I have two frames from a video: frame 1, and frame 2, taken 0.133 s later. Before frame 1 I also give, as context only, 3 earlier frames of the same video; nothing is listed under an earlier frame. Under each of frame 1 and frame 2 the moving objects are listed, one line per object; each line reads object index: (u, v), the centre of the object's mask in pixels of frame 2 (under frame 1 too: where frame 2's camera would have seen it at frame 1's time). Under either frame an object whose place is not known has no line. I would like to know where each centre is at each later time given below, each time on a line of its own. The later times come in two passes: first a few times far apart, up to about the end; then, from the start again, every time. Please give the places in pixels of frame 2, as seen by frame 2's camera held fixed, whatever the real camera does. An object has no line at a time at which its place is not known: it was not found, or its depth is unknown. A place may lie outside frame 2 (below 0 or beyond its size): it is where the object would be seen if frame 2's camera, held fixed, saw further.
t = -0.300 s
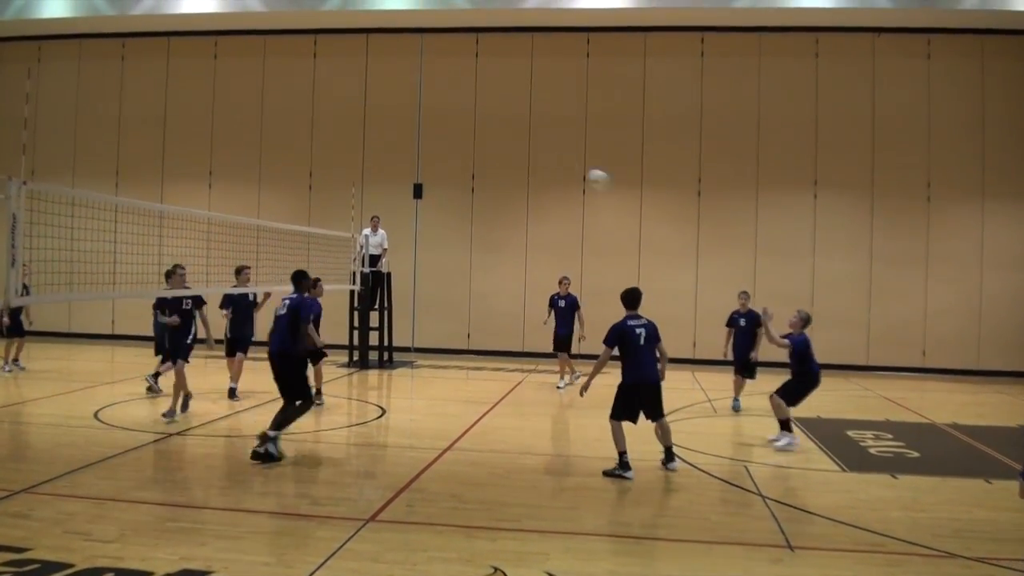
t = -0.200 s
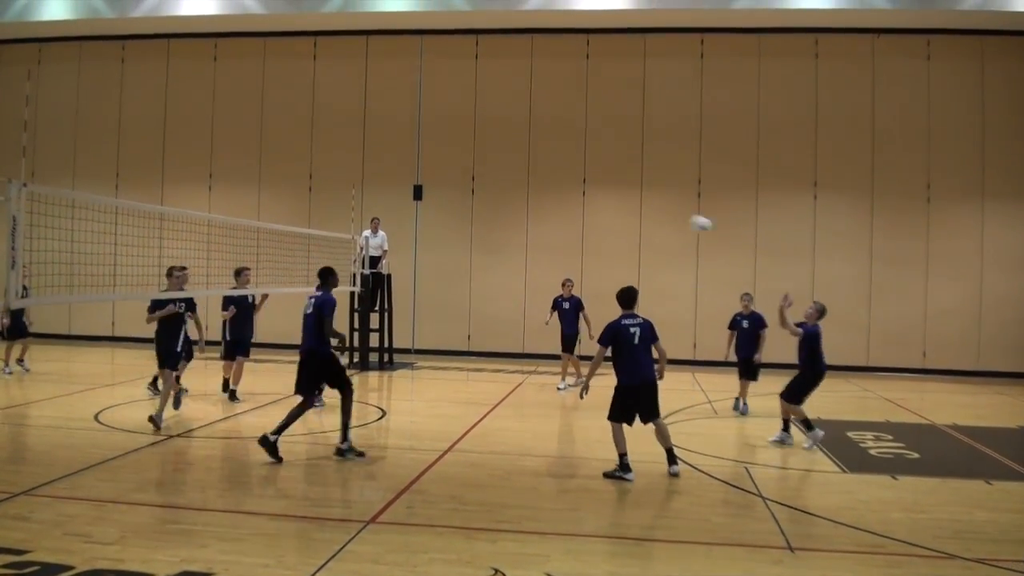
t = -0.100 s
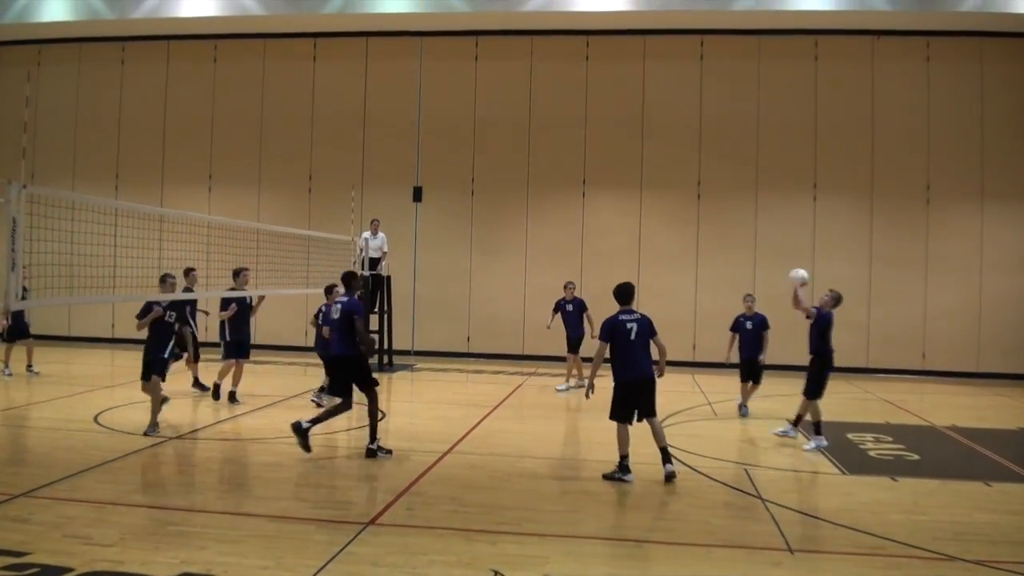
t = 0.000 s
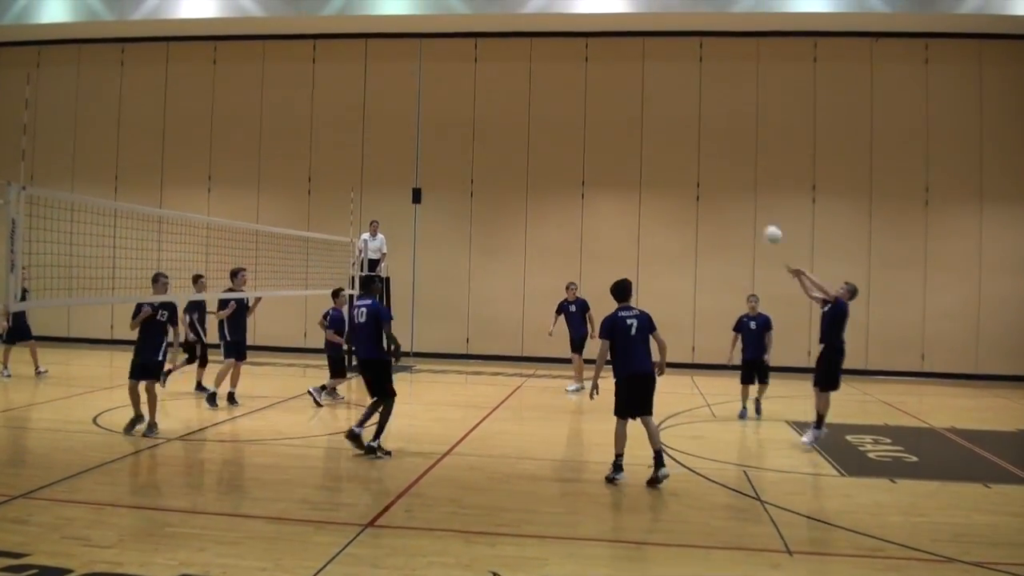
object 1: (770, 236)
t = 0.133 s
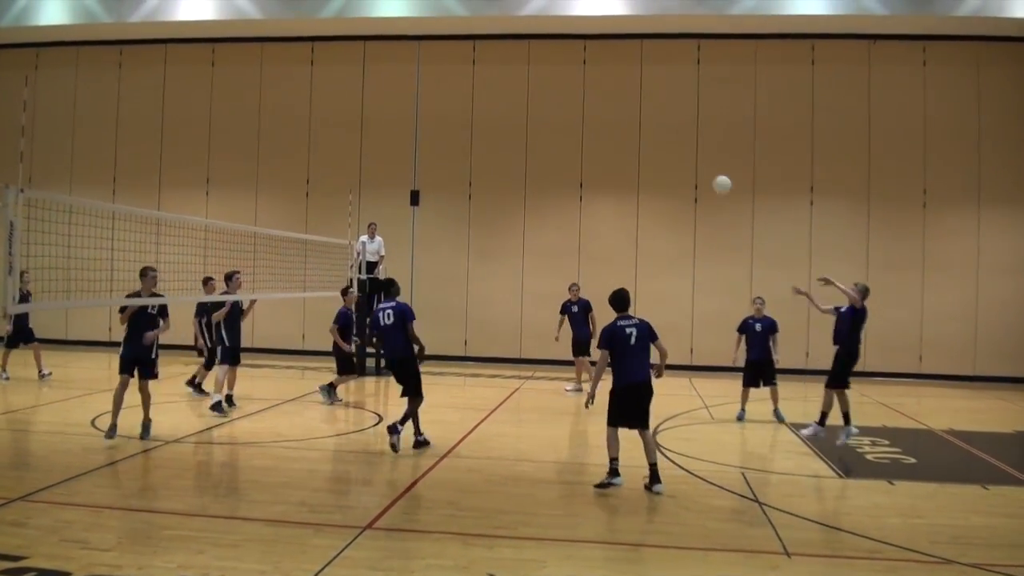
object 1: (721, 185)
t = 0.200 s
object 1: (698, 165)
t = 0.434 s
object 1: (618, 127)
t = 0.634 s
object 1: (553, 131)
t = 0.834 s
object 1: (491, 167)
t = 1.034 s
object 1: (433, 232)
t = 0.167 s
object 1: (709, 174)
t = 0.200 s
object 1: (698, 165)
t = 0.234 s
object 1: (686, 156)
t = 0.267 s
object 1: (675, 149)
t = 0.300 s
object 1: (663, 143)
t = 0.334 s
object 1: (651, 137)
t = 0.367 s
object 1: (640, 133)
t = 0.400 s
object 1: (629, 129)
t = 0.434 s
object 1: (618, 127)
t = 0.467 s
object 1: (607, 125)
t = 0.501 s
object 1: (596, 125)
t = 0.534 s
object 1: (585, 124)
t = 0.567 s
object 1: (574, 125)
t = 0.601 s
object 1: (563, 128)
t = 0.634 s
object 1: (553, 131)
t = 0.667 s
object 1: (543, 135)
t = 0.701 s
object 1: (532, 140)
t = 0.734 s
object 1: (522, 145)
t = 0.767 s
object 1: (511, 152)
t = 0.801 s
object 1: (502, 159)
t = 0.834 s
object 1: (491, 167)
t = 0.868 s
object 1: (481, 176)
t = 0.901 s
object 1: (472, 185)
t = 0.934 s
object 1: (462, 196)
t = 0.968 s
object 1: (452, 207)
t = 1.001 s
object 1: (442, 219)
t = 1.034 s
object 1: (433, 232)
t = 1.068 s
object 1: (423, 245)
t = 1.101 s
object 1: (413, 260)
